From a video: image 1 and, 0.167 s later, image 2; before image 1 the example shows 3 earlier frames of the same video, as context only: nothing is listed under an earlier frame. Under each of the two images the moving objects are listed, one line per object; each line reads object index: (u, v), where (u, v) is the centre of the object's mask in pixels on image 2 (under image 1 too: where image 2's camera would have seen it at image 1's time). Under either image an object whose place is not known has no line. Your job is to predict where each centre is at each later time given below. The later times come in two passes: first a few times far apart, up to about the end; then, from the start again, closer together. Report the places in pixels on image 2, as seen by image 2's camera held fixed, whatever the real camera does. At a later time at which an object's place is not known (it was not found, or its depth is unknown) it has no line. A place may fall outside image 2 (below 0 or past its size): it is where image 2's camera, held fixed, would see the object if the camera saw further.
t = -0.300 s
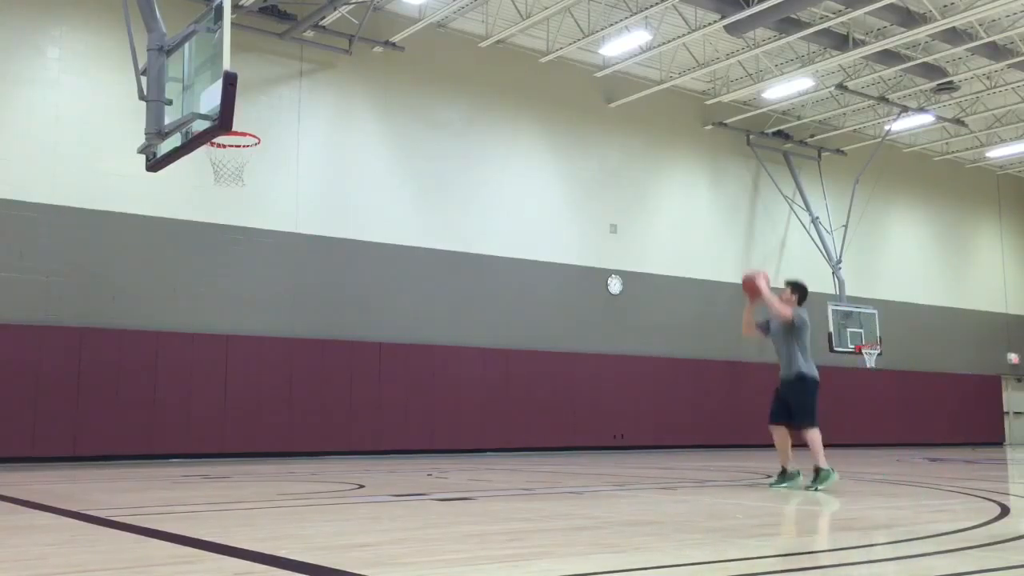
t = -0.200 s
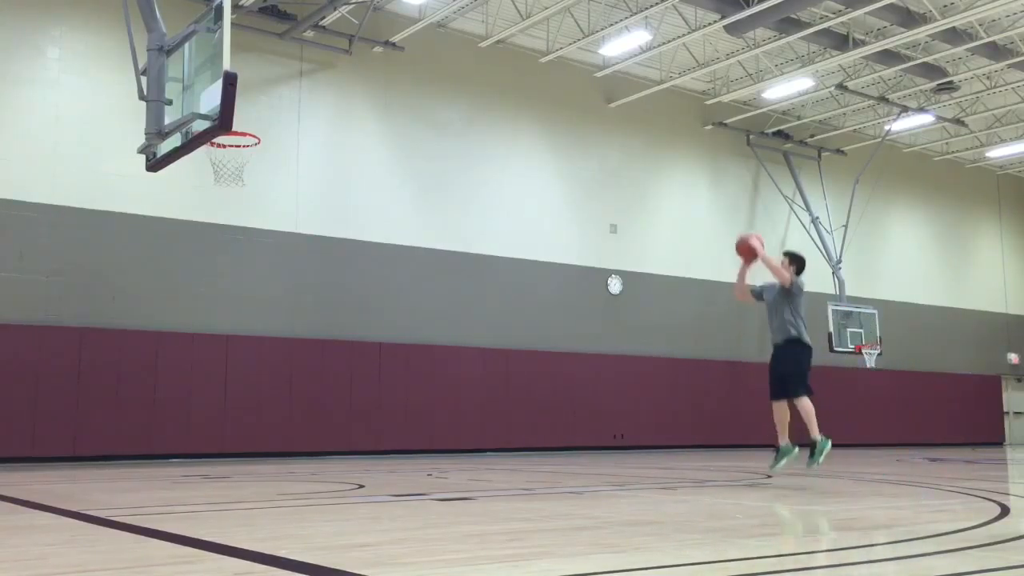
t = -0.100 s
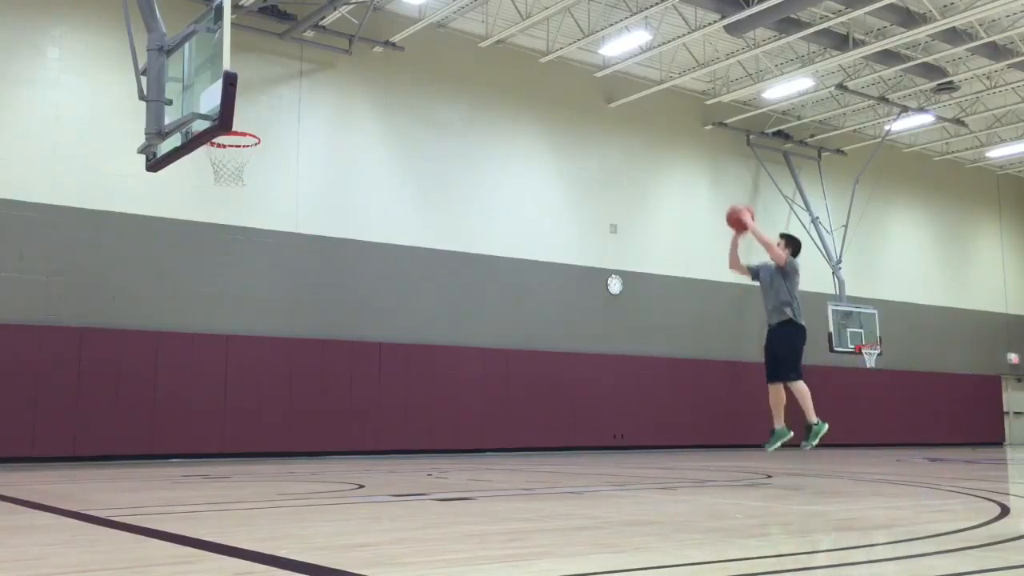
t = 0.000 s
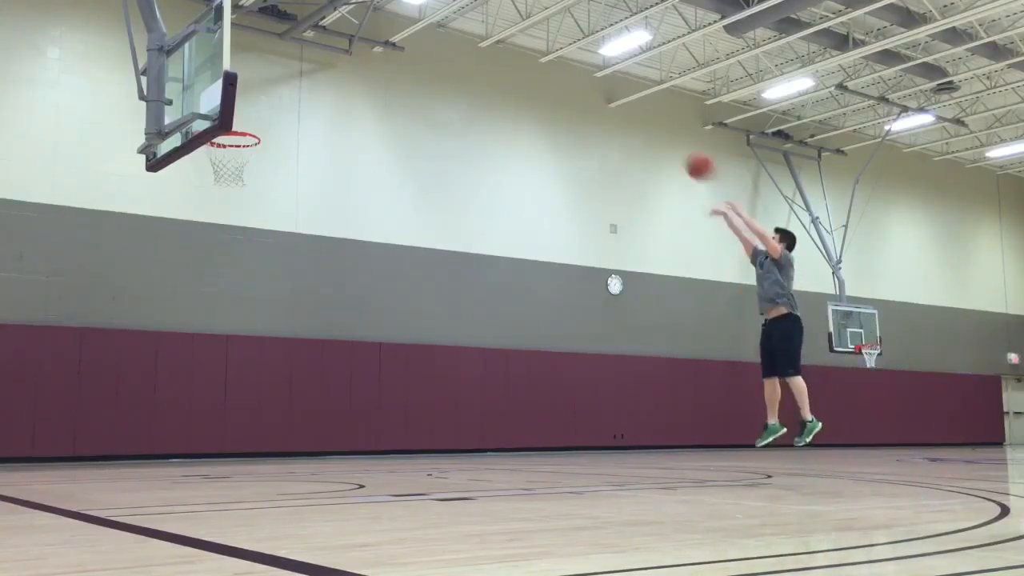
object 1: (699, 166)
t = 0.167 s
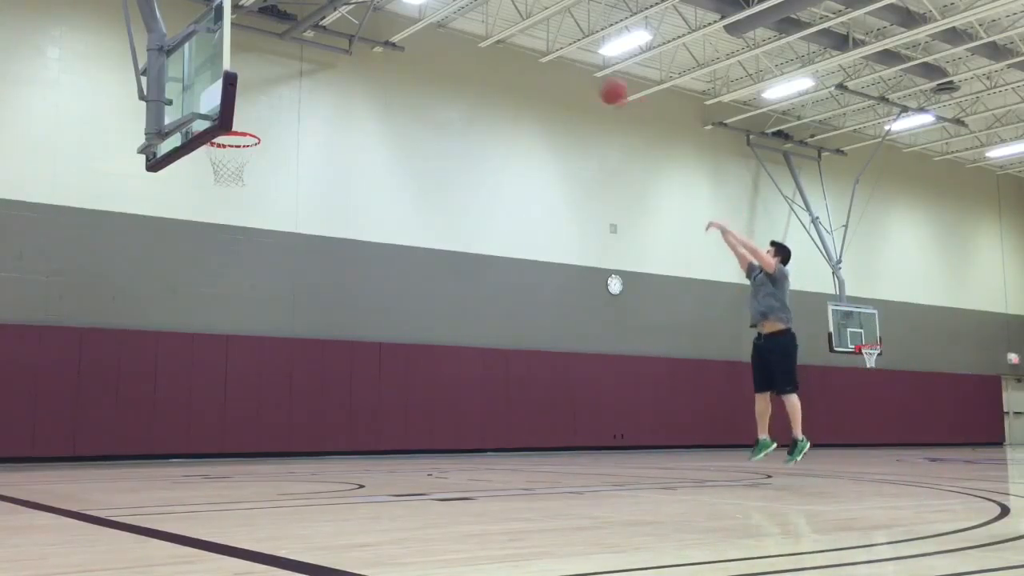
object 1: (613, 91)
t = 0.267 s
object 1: (563, 63)
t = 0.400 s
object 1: (499, 39)
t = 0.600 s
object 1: (402, 39)
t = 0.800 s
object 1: (307, 77)
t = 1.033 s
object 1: (206, 161)
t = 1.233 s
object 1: (207, 182)
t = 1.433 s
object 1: (208, 248)
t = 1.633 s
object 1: (206, 359)
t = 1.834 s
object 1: (211, 443)
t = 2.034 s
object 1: (243, 345)
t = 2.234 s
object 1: (275, 291)
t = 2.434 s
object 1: (305, 281)
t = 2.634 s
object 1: (334, 317)
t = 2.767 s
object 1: (353, 368)
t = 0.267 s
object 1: (563, 63)
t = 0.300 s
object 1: (548, 56)
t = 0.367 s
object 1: (515, 44)
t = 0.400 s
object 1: (499, 39)
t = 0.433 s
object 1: (482, 36)
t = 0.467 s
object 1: (467, 35)
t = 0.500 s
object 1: (451, 34)
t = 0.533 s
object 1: (435, 35)
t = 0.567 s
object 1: (419, 36)
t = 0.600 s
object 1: (402, 39)
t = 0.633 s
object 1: (387, 42)
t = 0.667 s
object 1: (371, 47)
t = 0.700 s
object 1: (356, 52)
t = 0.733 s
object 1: (339, 59)
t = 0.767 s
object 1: (322, 68)
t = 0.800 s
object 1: (307, 77)
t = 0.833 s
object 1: (290, 88)
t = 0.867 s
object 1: (274, 100)
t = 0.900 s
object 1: (258, 112)
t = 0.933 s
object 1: (243, 126)
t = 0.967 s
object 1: (226, 143)
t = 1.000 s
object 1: (211, 157)
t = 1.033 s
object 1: (206, 161)
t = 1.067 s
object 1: (205, 162)
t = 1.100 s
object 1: (206, 163)
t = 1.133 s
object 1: (206, 167)
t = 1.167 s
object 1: (207, 171)
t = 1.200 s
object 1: (207, 176)
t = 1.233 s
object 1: (207, 182)
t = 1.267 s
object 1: (208, 190)
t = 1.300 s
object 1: (208, 198)
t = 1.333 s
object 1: (208, 209)
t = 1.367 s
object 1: (208, 221)
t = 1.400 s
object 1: (208, 234)
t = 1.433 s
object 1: (208, 248)
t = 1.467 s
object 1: (208, 263)
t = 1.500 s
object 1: (208, 280)
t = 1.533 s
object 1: (208, 297)
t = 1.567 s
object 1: (207, 317)
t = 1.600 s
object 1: (206, 340)
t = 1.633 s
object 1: (206, 359)
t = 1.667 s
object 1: (206, 383)
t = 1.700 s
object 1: (205, 410)
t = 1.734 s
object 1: (203, 436)
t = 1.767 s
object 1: (203, 462)
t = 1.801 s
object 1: (205, 464)
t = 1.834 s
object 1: (211, 443)
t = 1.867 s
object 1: (216, 425)
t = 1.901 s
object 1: (222, 406)
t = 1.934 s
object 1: (227, 389)
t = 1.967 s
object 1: (233, 373)
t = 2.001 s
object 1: (238, 358)
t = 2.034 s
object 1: (243, 345)
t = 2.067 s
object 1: (249, 333)
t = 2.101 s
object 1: (254, 321)
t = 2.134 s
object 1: (259, 312)
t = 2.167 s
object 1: (265, 303)
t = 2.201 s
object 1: (270, 296)
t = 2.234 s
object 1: (275, 291)
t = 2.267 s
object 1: (280, 286)
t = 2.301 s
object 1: (285, 283)
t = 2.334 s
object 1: (290, 280)
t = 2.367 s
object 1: (295, 279)
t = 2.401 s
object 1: (300, 280)
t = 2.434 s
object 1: (305, 281)
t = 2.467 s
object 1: (309, 284)
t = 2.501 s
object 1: (314, 288)
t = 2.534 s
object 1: (319, 294)
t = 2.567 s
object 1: (324, 301)
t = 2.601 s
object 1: (329, 308)
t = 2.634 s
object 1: (334, 317)
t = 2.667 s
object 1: (338, 329)
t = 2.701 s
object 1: (344, 341)
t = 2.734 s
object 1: (348, 354)
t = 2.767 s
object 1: (353, 368)
